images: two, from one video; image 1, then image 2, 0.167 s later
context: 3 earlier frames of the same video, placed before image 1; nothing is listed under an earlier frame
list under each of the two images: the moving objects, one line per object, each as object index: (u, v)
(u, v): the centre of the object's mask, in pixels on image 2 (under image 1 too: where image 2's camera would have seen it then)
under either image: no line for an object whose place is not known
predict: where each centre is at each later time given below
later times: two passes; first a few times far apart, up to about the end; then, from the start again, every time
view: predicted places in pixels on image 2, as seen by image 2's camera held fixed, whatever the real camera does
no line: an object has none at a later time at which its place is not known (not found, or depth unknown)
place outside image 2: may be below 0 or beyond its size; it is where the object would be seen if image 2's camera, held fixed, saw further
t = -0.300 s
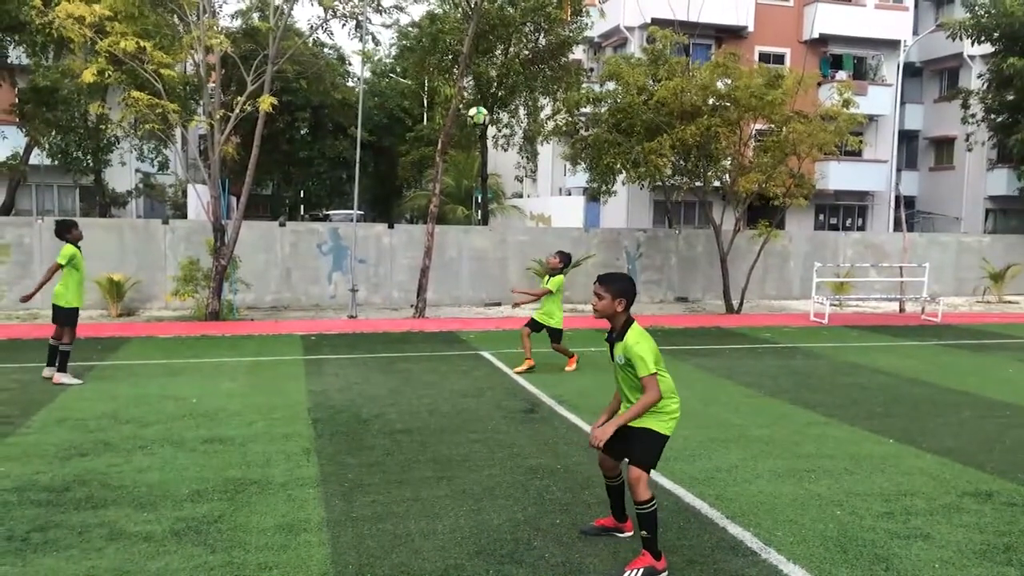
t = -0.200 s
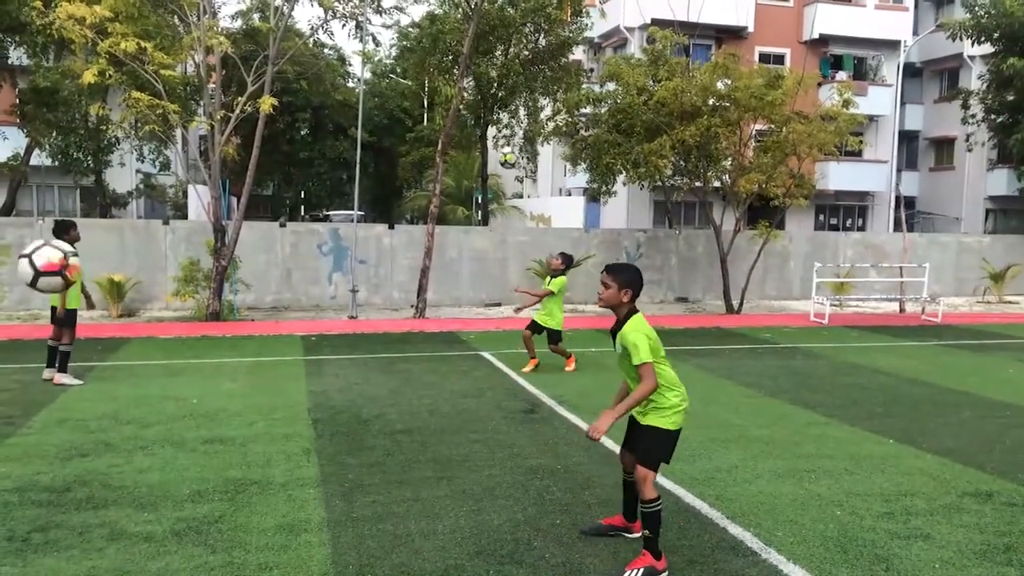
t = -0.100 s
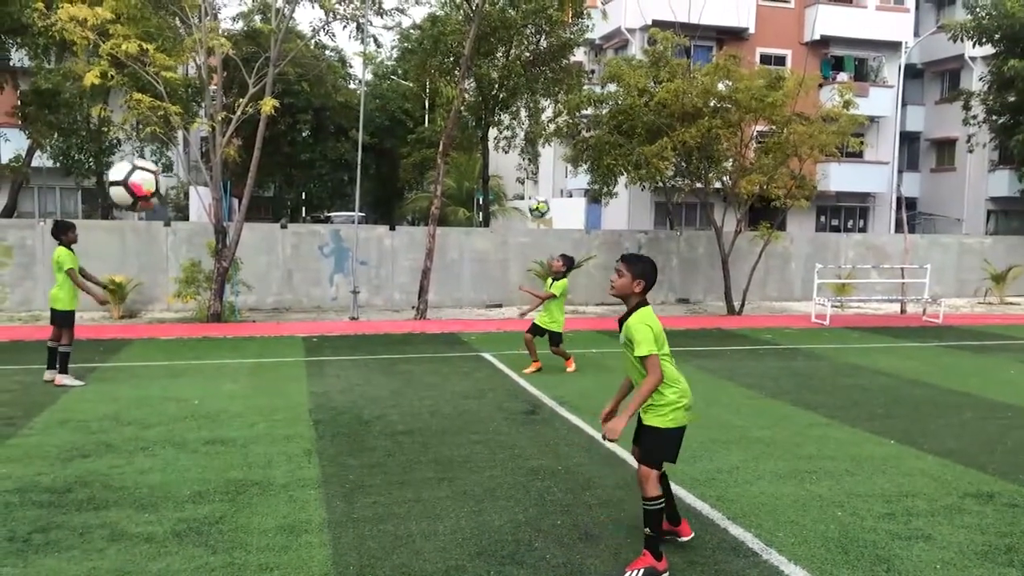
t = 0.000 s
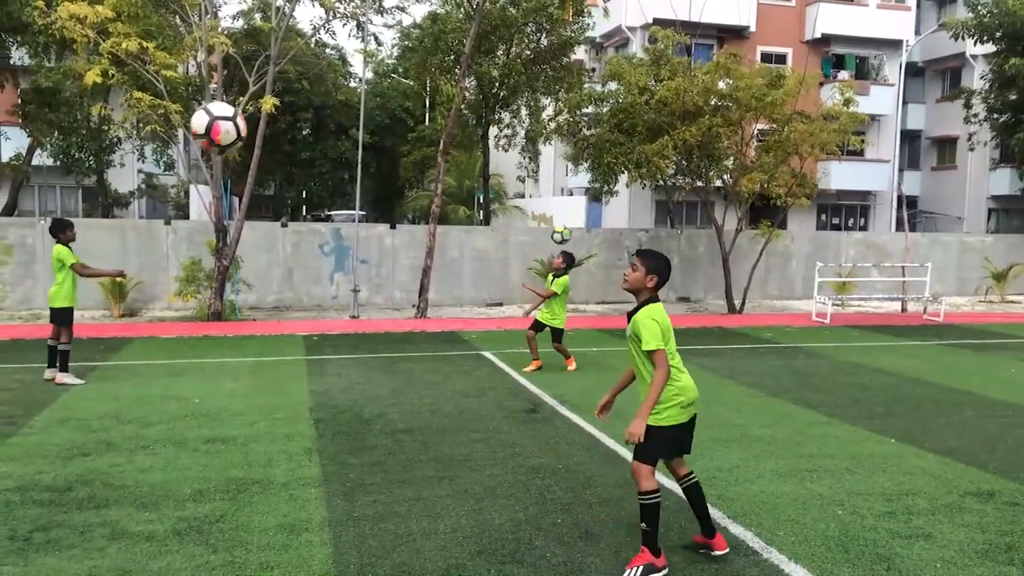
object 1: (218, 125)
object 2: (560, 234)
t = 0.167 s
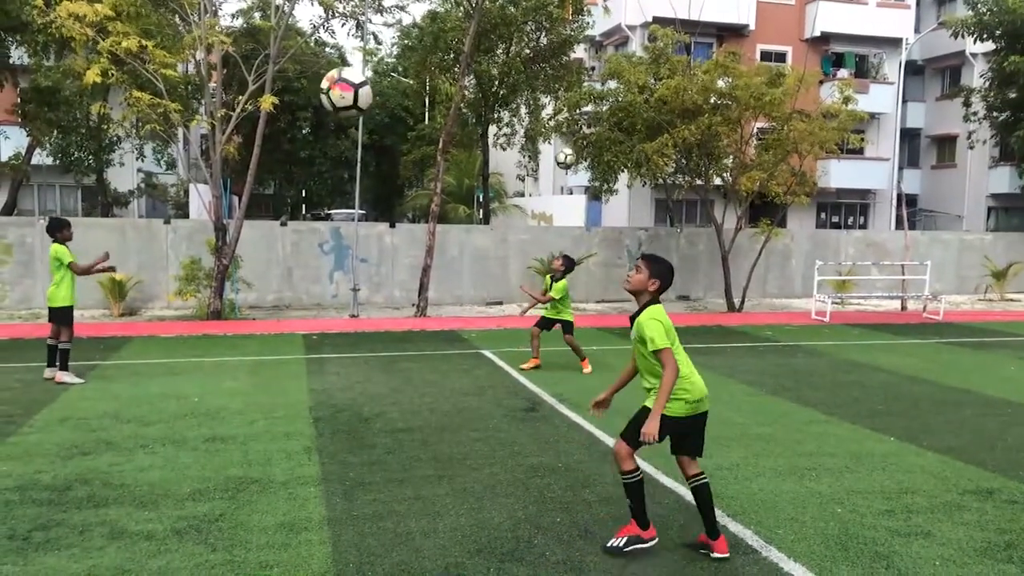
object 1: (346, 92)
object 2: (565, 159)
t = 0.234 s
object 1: (394, 96)
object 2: (567, 136)
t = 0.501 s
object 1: (569, 213)
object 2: (574, 93)
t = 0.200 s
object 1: (370, 93)
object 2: (566, 147)
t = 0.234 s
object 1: (394, 96)
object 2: (567, 136)
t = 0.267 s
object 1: (418, 104)
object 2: (567, 125)
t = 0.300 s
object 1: (441, 113)
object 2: (568, 120)
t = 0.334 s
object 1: (464, 123)
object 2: (570, 110)
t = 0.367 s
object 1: (486, 138)
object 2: (571, 104)
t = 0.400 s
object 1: (507, 154)
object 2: (571, 101)
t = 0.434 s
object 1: (528, 172)
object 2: (572, 97)
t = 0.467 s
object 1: (548, 192)
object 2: (573, 96)
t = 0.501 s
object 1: (569, 213)
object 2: (574, 93)
